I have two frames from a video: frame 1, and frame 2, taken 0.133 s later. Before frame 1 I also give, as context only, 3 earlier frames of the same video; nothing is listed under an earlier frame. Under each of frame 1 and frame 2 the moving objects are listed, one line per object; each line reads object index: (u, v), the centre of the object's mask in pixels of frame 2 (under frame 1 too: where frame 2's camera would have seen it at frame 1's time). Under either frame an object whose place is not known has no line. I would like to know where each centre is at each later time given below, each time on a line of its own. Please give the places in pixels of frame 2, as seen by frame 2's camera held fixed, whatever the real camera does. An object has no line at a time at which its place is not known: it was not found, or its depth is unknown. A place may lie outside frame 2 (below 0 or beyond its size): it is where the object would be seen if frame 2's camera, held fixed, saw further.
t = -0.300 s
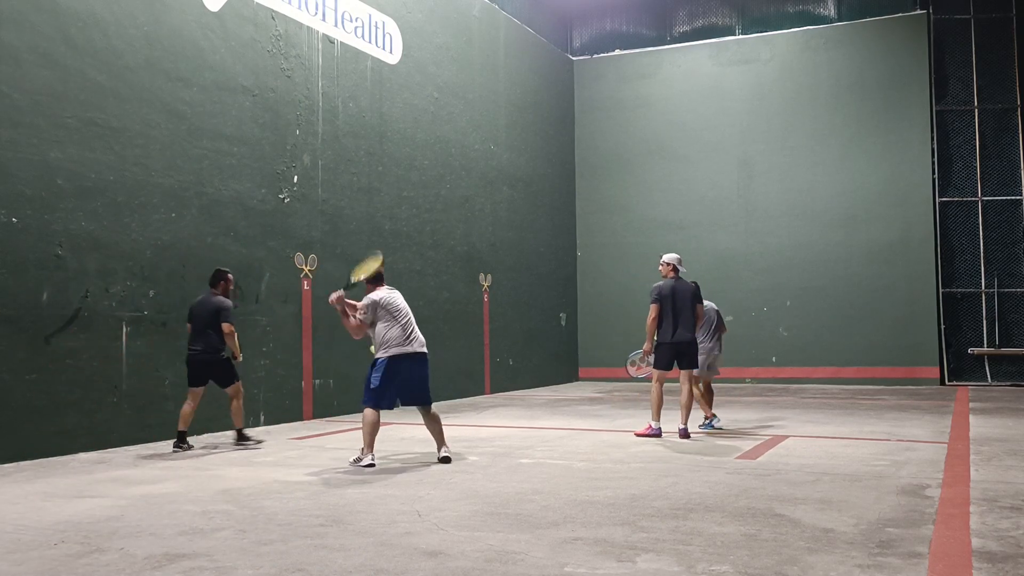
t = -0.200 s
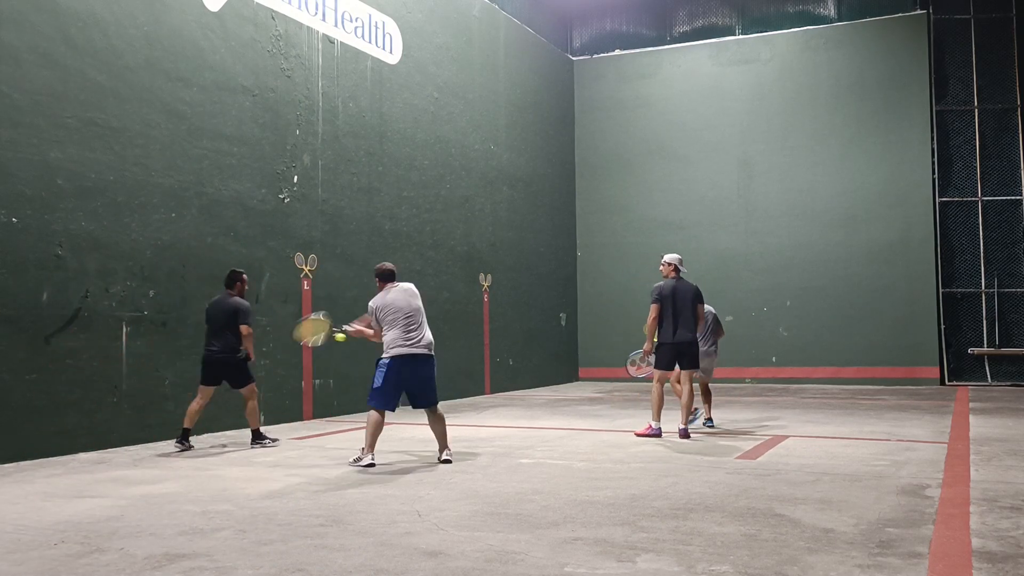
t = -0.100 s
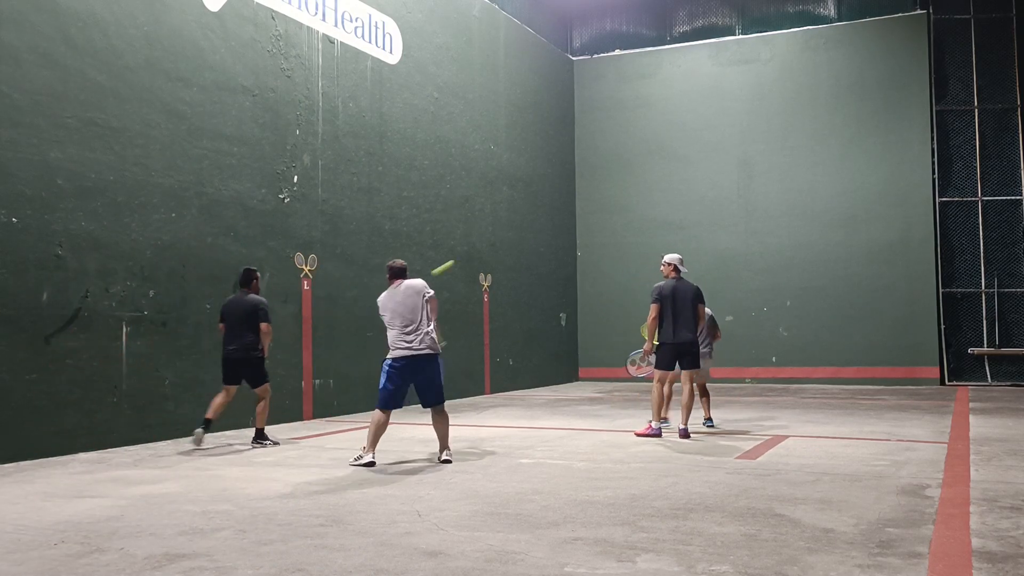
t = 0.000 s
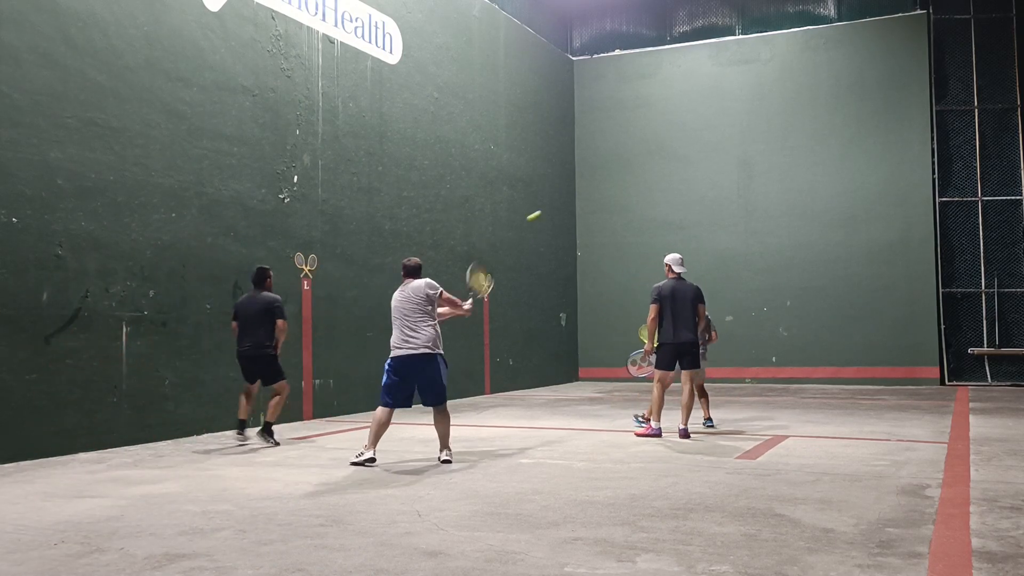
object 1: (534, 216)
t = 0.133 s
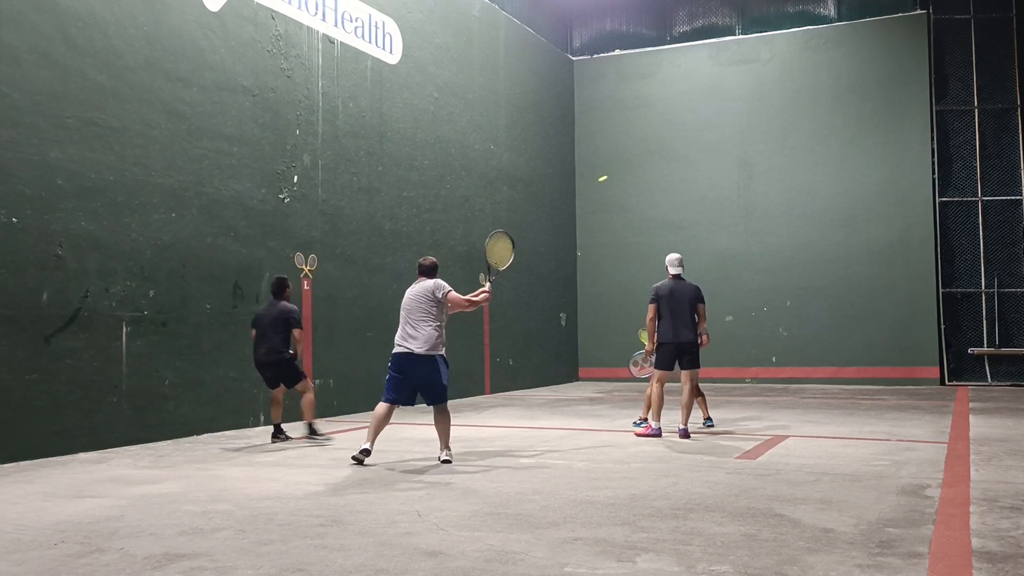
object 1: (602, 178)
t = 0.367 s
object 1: (616, 142)
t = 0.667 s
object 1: (524, 108)
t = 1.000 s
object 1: (373, 129)
